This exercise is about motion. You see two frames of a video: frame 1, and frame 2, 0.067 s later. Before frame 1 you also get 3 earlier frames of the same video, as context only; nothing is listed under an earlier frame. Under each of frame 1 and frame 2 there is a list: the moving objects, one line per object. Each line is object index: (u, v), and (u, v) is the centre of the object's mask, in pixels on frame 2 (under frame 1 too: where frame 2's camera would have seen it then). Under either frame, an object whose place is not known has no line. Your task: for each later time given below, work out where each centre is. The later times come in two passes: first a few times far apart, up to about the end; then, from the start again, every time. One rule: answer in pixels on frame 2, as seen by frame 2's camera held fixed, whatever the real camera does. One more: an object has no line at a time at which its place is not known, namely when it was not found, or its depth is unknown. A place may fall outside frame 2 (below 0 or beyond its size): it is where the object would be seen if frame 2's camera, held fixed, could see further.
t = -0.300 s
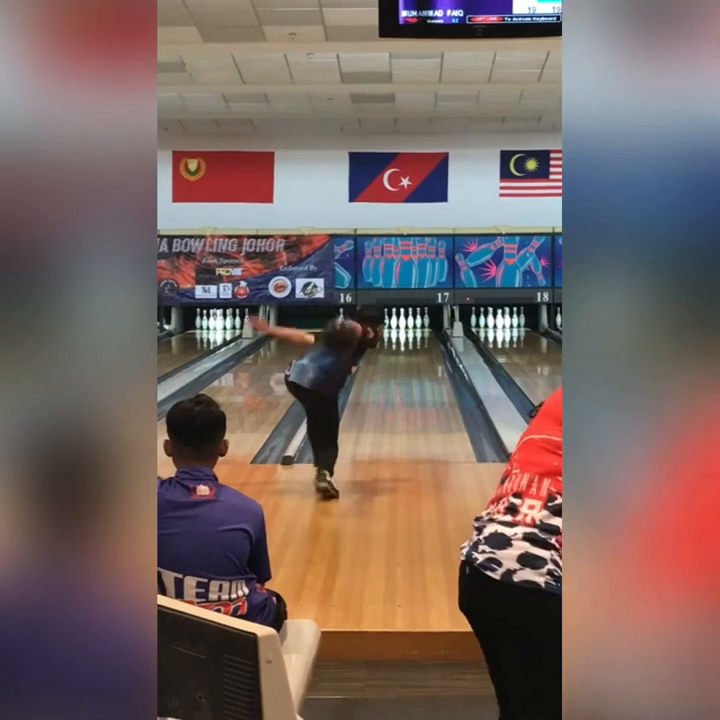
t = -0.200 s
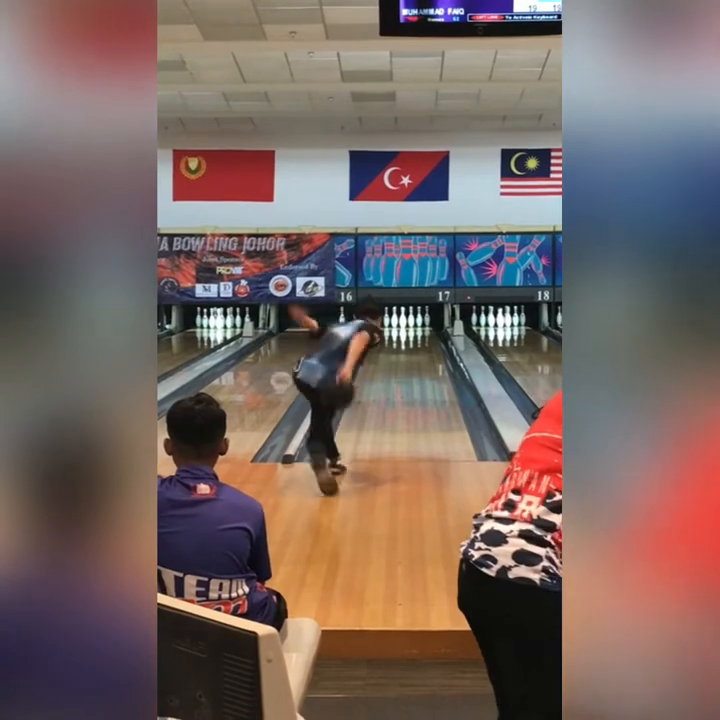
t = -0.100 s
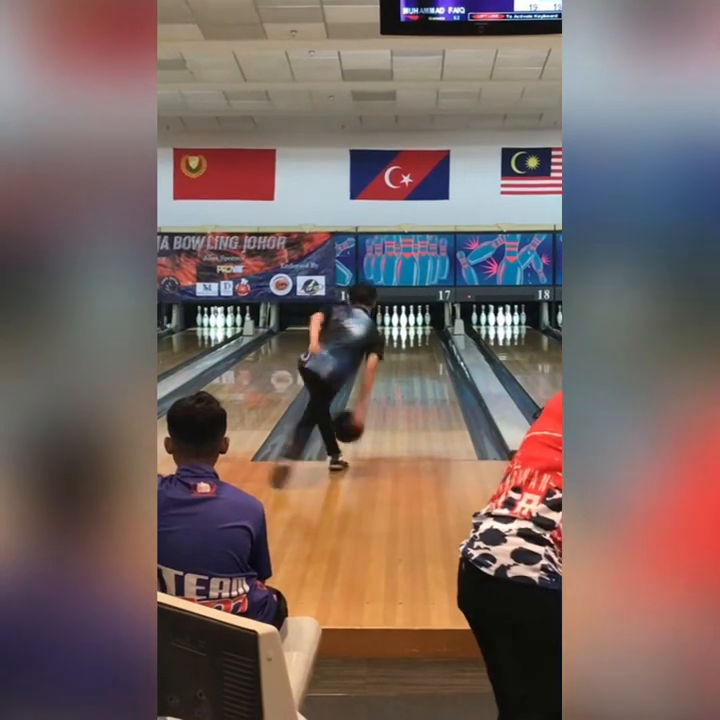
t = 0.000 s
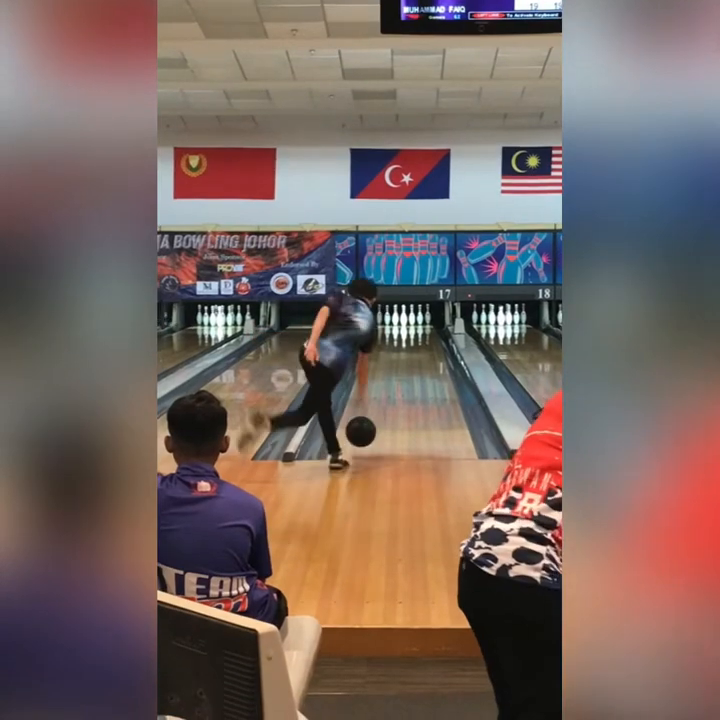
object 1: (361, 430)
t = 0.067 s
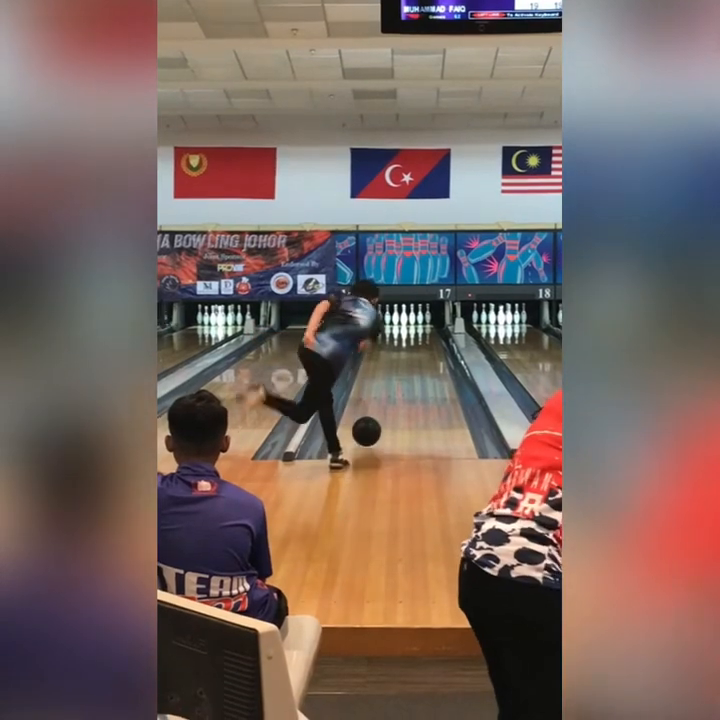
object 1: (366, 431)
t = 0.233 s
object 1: (378, 415)
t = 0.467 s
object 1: (390, 395)
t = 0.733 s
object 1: (401, 377)
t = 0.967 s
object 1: (407, 364)
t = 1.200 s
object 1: (411, 355)
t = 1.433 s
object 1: (413, 345)
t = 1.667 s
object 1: (414, 339)
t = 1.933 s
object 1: (413, 332)
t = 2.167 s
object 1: (409, 326)
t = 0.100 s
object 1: (369, 429)
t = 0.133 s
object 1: (371, 425)
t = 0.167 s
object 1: (374, 422)
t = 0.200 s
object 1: (376, 418)
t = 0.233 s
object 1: (378, 415)
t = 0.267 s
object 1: (380, 411)
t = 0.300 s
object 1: (382, 408)
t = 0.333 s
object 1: (384, 406)
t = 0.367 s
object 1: (385, 403)
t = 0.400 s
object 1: (387, 400)
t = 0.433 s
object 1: (389, 397)
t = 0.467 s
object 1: (390, 395)
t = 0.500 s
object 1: (392, 392)
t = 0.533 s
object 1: (393, 390)
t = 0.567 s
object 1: (395, 387)
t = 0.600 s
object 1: (396, 385)
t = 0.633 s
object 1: (397, 383)
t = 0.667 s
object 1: (398, 381)
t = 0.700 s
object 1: (399, 378)
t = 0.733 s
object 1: (401, 377)
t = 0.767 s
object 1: (402, 375)
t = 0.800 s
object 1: (403, 372)
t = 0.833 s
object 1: (403, 371)
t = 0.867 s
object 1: (404, 369)
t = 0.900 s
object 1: (405, 368)
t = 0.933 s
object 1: (406, 366)
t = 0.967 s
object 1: (407, 364)
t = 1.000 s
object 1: (407, 363)
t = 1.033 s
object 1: (408, 361)
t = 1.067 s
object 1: (408, 360)
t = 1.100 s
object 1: (410, 358)
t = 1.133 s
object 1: (410, 357)
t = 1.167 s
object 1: (410, 356)
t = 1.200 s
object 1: (411, 355)
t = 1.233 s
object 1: (411, 353)
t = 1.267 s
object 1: (412, 352)
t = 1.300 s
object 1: (412, 351)
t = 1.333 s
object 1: (412, 350)
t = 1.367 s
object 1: (413, 348)
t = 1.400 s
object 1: (413, 347)
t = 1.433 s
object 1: (413, 345)
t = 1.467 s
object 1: (414, 345)
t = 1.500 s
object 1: (414, 344)
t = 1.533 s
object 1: (414, 343)
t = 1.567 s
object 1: (414, 341)
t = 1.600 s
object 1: (414, 340)
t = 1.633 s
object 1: (414, 340)
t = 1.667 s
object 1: (414, 339)
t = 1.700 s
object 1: (414, 338)
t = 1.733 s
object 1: (414, 337)
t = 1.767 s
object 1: (414, 336)
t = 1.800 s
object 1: (414, 335)
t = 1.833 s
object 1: (414, 334)
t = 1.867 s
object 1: (414, 334)
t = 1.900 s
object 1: (413, 333)
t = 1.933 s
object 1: (413, 332)
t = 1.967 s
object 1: (413, 331)
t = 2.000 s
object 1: (412, 331)
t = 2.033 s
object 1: (412, 330)
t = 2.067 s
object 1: (411, 329)
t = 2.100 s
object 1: (410, 328)
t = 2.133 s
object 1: (410, 327)
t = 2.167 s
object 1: (409, 326)
